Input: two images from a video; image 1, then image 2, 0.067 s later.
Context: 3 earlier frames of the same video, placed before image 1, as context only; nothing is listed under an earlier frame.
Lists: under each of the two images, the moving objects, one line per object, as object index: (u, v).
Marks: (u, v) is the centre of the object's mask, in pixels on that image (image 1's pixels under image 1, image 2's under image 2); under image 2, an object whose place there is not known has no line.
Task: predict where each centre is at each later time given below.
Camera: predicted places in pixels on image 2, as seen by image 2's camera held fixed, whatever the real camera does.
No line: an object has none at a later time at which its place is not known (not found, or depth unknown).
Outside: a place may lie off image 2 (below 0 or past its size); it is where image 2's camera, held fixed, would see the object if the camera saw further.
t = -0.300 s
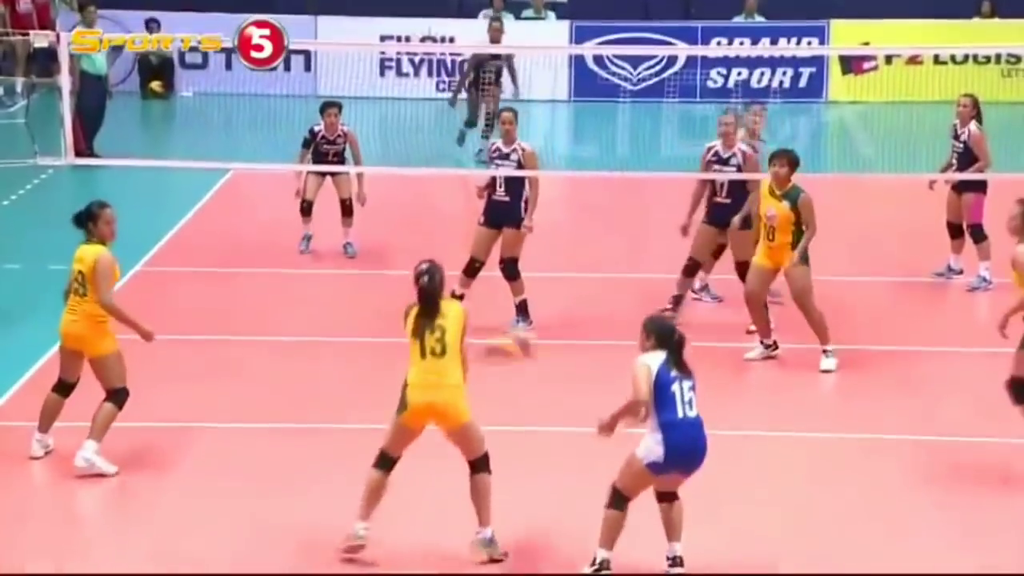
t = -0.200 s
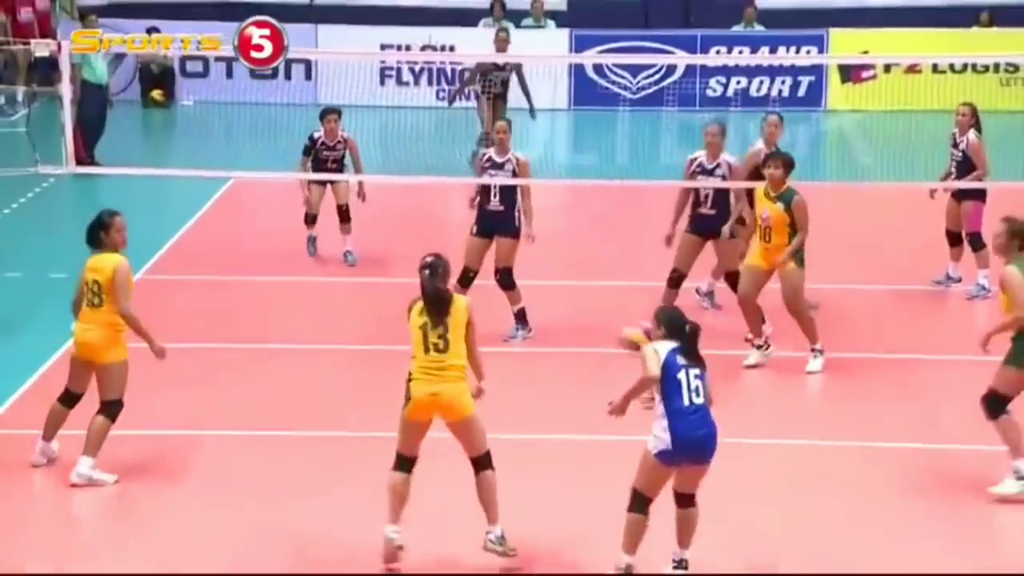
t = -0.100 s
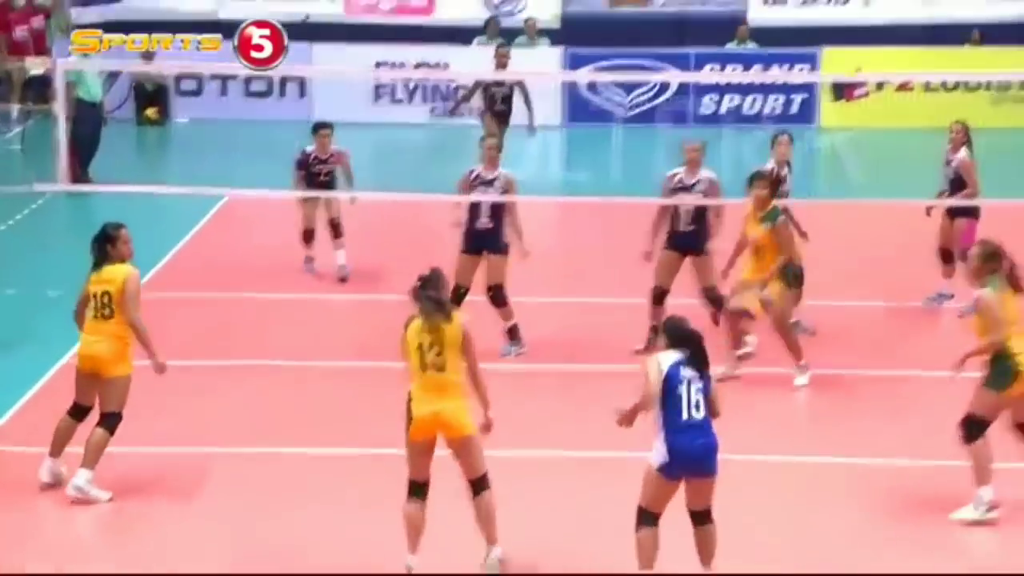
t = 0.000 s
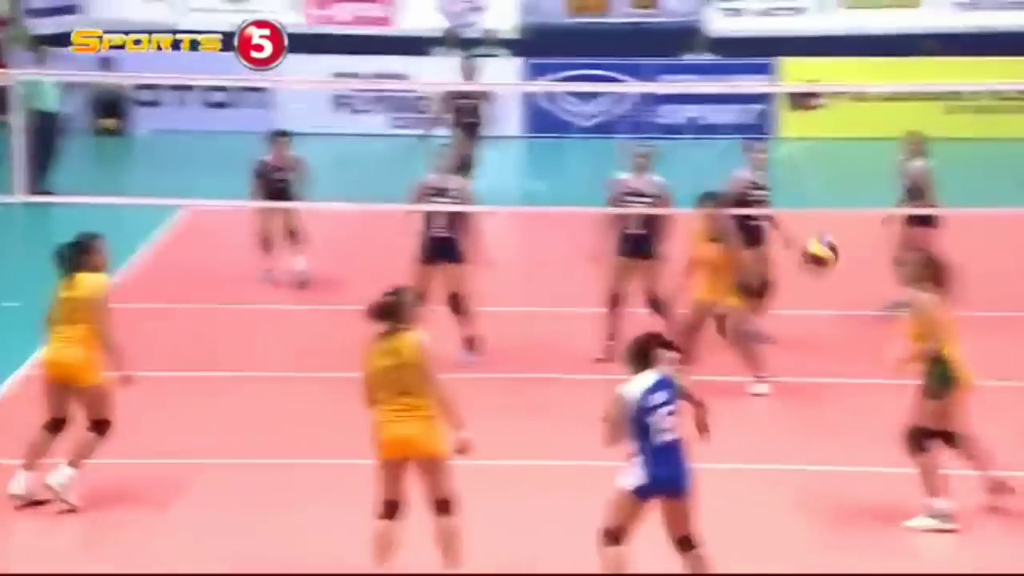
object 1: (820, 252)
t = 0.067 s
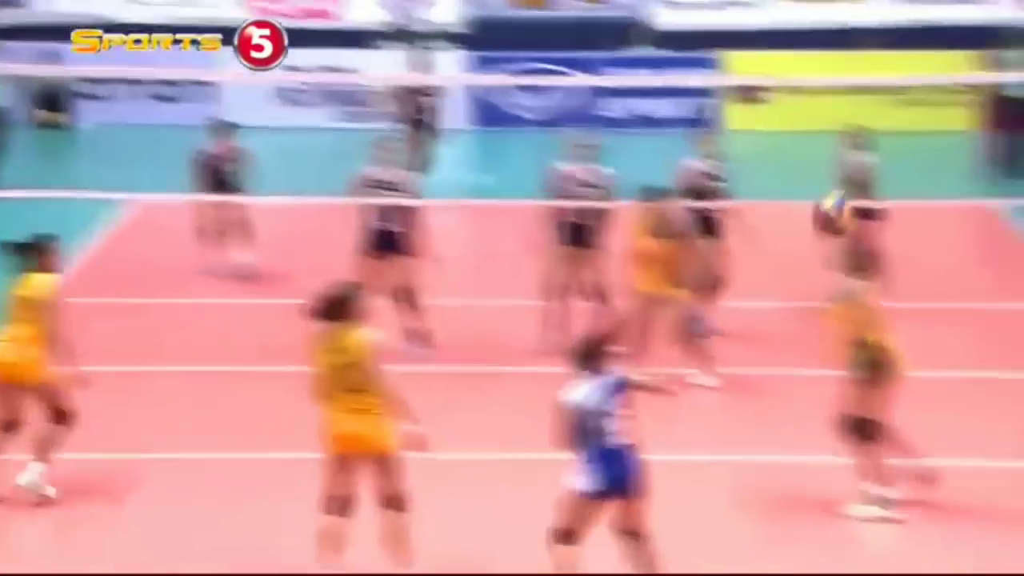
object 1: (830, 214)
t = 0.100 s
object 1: (862, 199)
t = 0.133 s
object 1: (899, 190)
